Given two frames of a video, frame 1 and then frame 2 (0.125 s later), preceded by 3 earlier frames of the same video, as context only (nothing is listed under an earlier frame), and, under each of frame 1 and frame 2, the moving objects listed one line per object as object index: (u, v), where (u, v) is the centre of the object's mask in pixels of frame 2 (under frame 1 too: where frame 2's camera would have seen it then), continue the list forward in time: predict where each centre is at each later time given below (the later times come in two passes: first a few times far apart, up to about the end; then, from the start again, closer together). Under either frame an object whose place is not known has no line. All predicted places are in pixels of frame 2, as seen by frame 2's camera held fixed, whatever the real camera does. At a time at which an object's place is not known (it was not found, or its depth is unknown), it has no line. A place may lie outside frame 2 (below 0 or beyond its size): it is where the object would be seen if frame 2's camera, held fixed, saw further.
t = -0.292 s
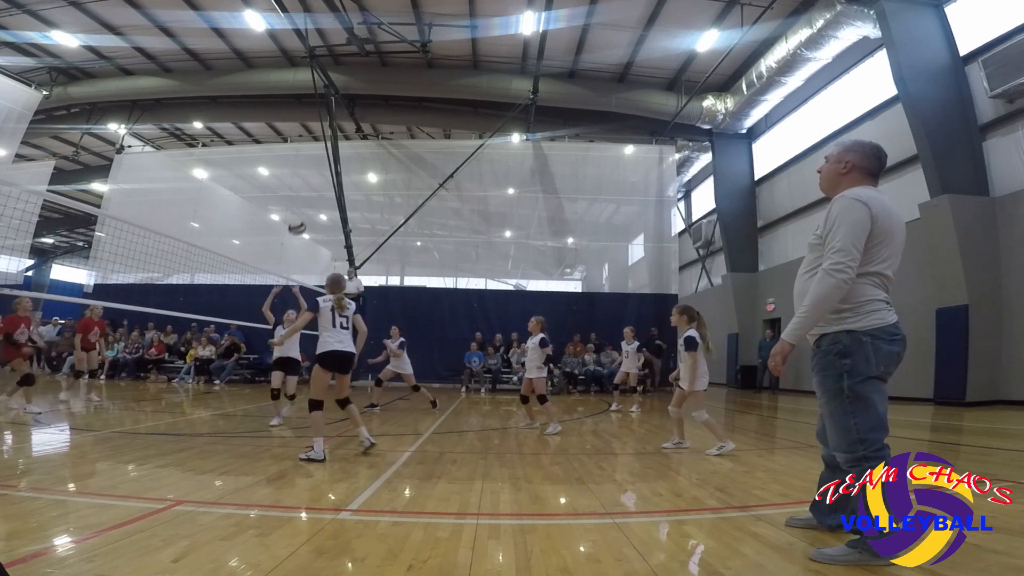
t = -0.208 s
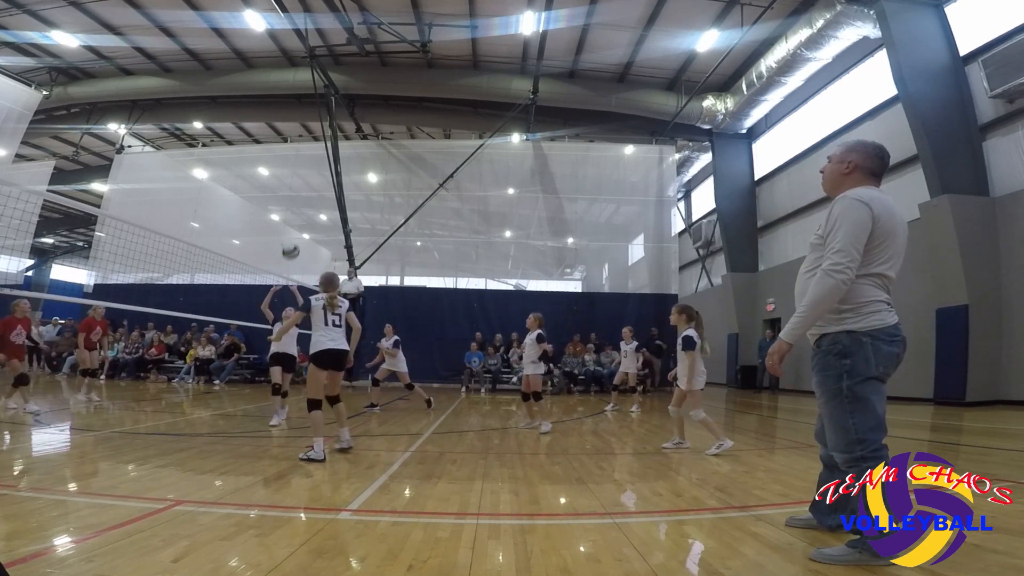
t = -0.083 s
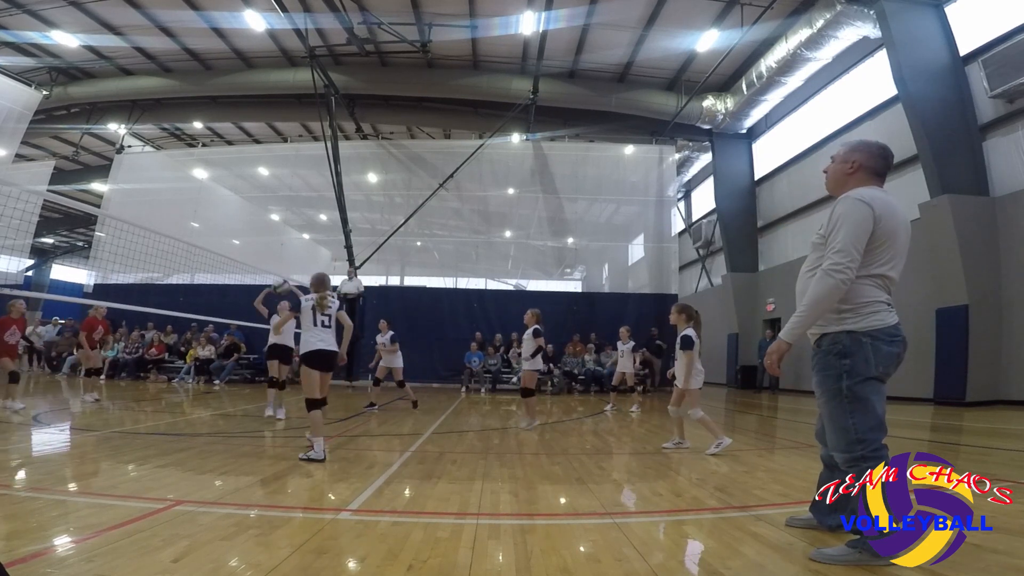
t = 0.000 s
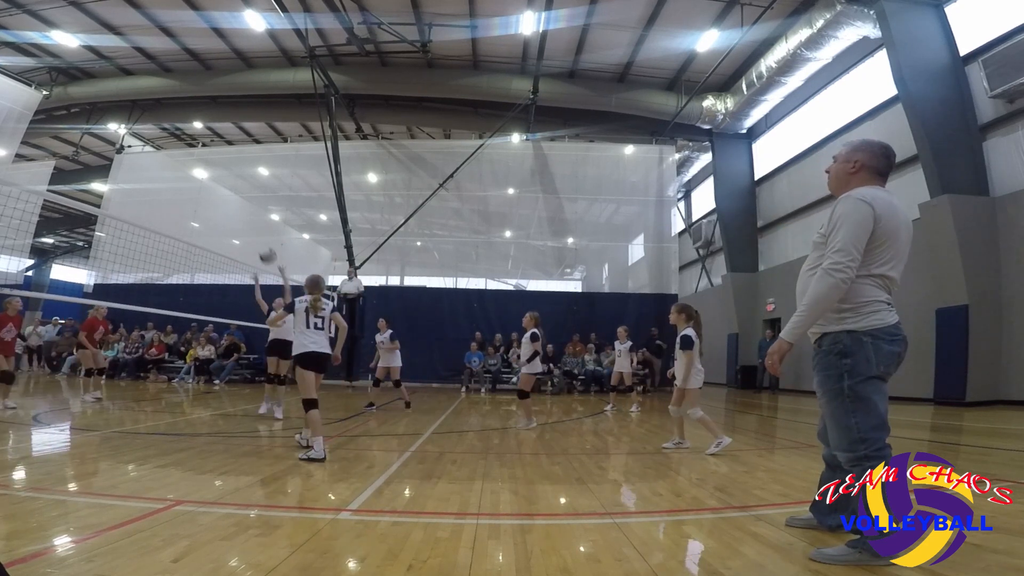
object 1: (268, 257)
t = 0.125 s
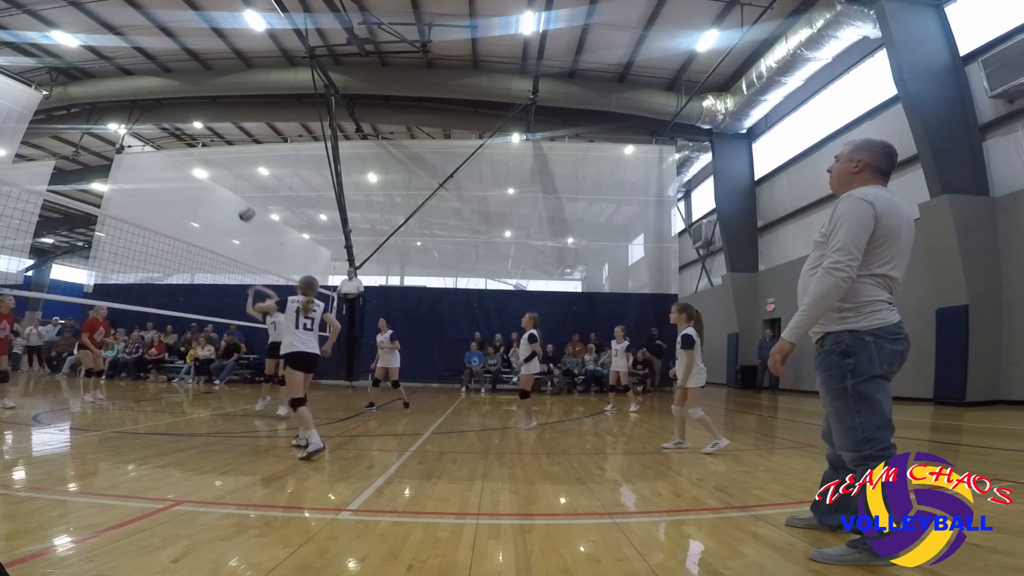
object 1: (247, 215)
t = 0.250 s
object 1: (227, 188)
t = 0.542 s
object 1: (180, 168)
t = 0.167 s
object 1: (240, 204)
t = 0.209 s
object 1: (234, 195)
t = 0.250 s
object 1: (227, 188)
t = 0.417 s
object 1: (201, 170)
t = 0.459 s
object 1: (194, 168)
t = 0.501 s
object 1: (187, 168)
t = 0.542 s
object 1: (180, 168)
